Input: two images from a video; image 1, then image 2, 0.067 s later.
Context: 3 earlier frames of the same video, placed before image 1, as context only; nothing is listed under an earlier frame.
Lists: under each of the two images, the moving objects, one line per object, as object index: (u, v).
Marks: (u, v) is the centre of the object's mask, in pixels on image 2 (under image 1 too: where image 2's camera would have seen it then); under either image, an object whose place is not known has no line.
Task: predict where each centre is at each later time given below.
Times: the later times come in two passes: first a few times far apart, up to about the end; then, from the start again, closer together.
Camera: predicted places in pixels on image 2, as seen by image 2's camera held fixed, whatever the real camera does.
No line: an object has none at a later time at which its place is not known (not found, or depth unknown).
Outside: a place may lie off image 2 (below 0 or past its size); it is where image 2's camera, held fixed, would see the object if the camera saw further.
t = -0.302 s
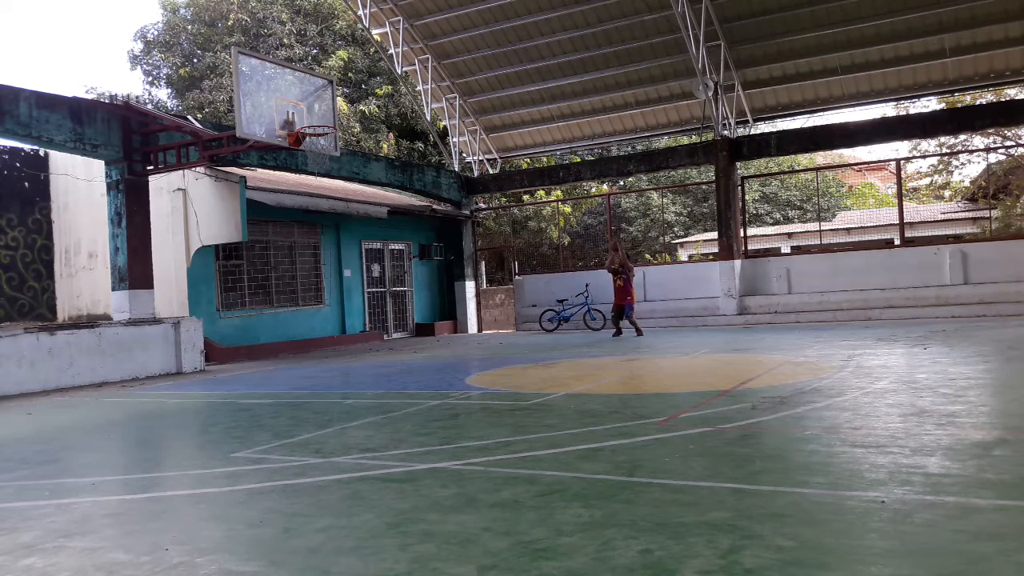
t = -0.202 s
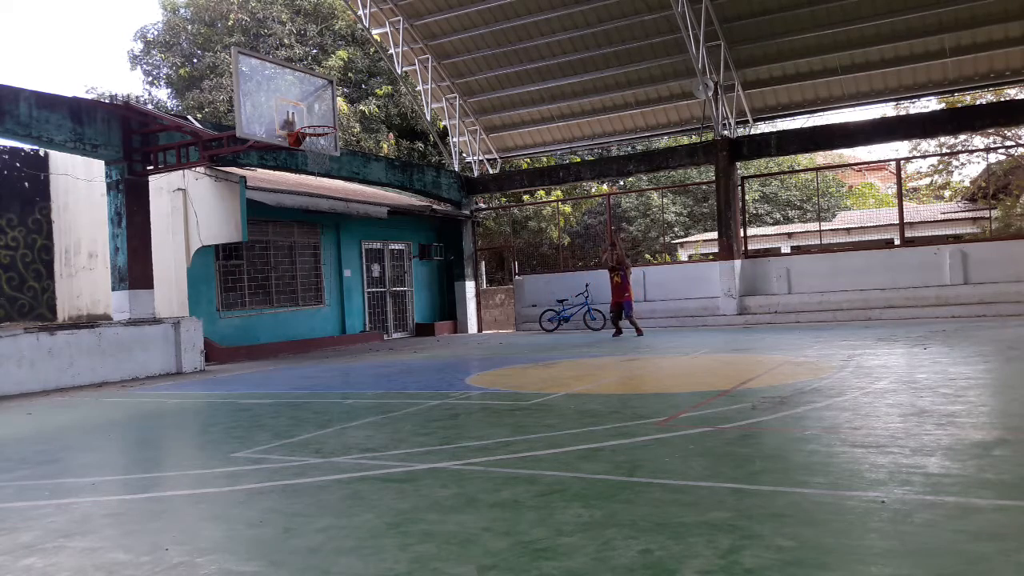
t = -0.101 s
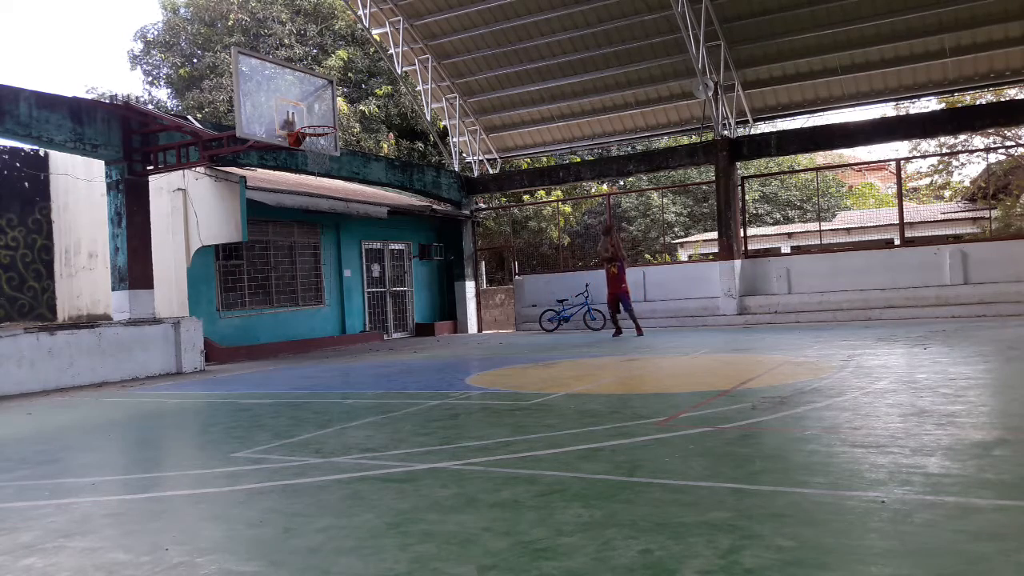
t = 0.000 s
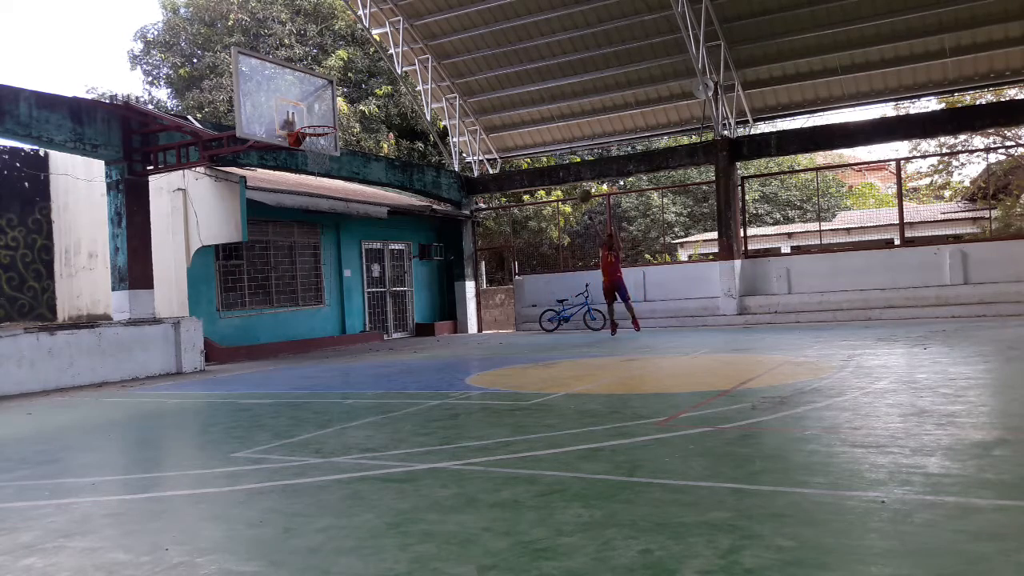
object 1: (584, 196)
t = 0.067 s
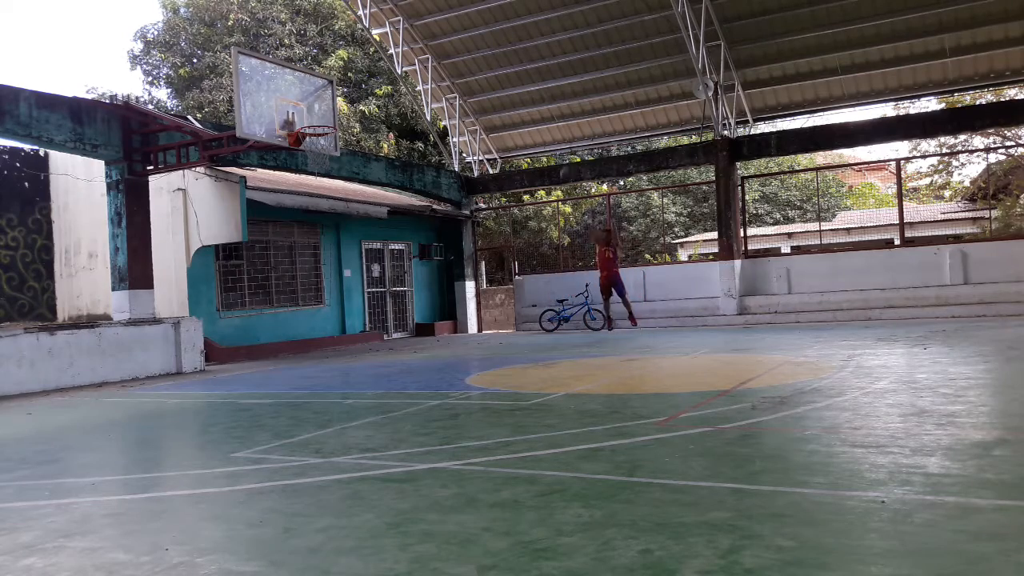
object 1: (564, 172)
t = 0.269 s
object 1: (515, 117)
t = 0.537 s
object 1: (437, 73)
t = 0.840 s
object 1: (339, 78)
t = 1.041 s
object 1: (317, 112)
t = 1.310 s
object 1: (329, 116)
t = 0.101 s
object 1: (558, 162)
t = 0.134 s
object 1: (550, 153)
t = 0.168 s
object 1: (542, 143)
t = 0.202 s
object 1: (532, 134)
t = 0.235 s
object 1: (523, 125)
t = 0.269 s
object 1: (515, 117)
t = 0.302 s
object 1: (505, 110)
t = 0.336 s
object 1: (496, 103)
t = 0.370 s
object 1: (486, 96)
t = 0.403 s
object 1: (476, 90)
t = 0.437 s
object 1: (466, 86)
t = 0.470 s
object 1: (456, 80)
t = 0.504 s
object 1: (447, 77)
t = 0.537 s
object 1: (437, 73)
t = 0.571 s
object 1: (427, 71)
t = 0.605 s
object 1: (415, 69)
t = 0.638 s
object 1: (405, 68)
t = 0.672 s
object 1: (394, 68)
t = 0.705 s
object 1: (384, 69)
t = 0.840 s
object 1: (339, 78)
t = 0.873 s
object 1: (326, 83)
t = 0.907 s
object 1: (321, 89)
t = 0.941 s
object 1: (320, 93)
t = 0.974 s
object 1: (319, 99)
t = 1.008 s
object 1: (319, 105)
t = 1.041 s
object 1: (317, 112)
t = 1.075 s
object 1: (317, 120)
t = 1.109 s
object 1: (318, 117)
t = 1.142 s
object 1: (320, 115)
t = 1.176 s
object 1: (321, 113)
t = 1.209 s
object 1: (323, 112)
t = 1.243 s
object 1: (324, 113)
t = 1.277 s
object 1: (327, 114)
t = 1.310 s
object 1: (329, 116)
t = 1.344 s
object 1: (330, 119)
